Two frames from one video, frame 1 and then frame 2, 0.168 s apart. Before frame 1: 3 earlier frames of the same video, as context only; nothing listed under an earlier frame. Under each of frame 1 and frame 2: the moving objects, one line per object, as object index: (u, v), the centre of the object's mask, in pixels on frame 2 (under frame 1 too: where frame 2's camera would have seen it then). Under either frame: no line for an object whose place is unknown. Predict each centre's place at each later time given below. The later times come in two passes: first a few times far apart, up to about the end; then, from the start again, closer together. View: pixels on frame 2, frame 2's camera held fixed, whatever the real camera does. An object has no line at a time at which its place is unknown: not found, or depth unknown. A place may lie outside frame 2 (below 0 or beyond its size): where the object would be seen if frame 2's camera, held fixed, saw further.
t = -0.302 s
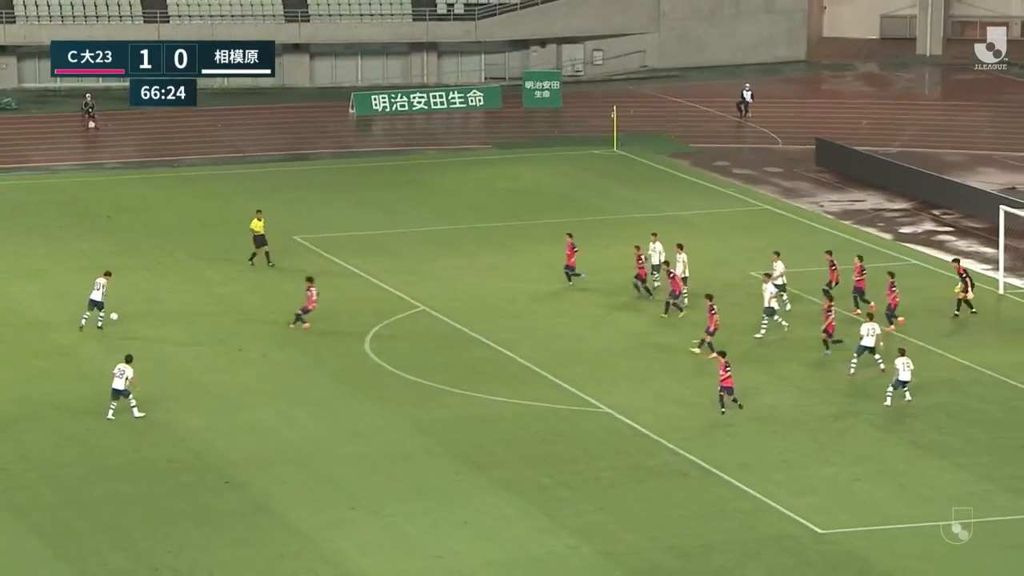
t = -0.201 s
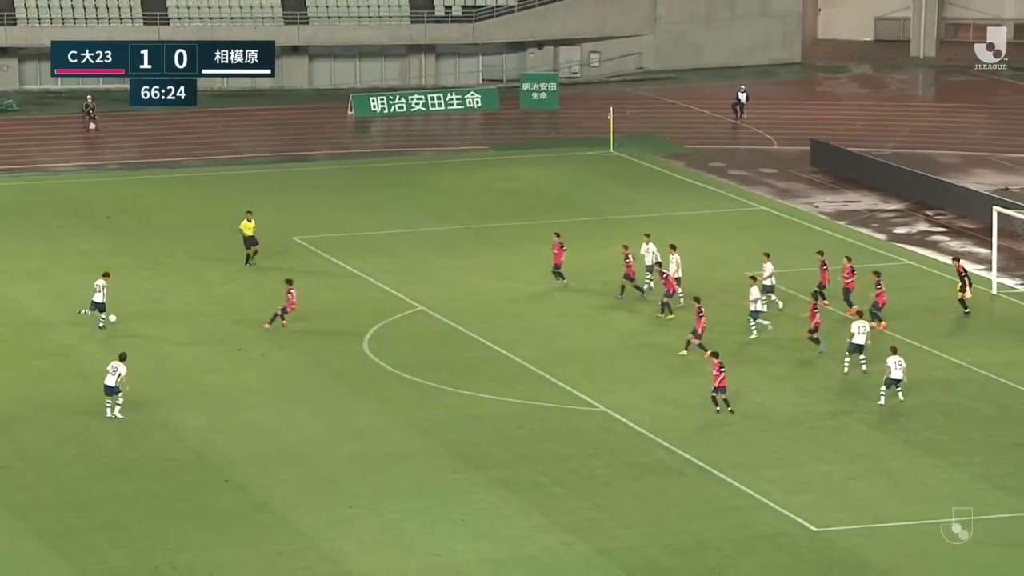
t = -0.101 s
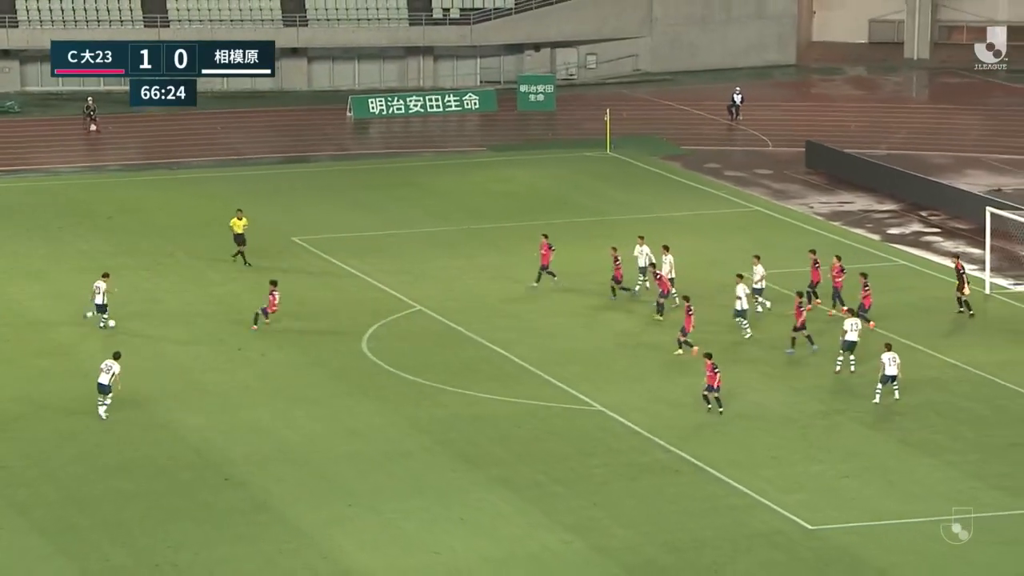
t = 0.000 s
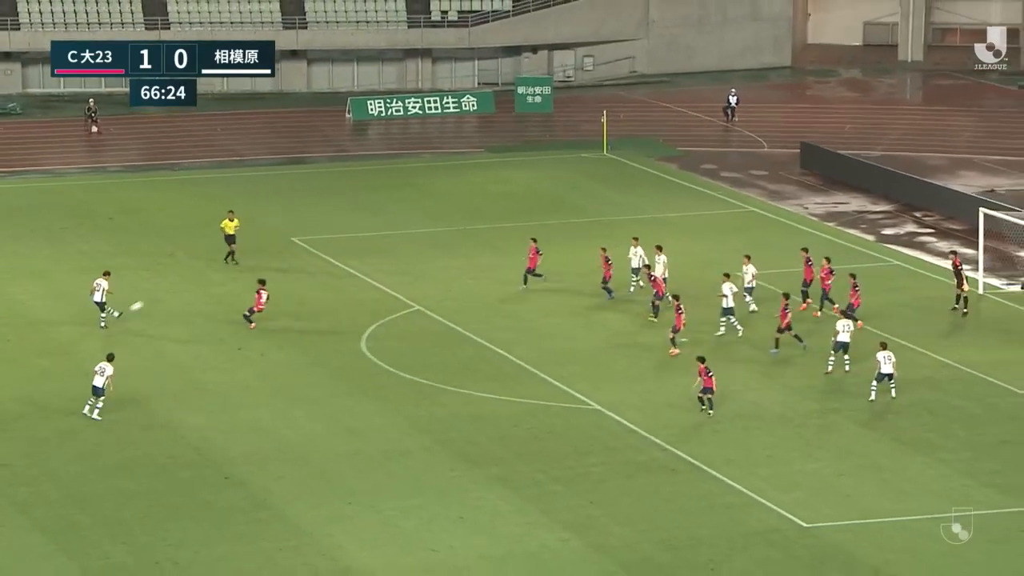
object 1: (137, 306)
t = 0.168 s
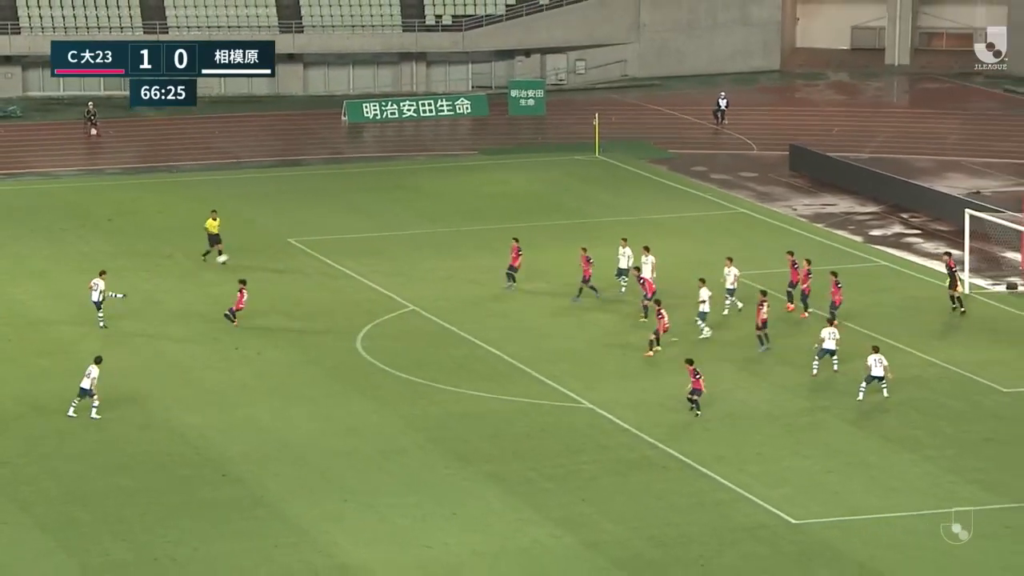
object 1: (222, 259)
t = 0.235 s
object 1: (254, 242)
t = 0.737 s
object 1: (478, 168)
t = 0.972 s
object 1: (573, 161)
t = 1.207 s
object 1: (662, 171)
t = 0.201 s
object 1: (238, 250)
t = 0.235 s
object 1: (254, 242)
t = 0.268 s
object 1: (270, 234)
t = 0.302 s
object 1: (286, 227)
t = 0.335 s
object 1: (302, 220)
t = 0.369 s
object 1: (317, 214)
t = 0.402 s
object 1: (333, 208)
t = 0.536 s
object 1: (393, 187)
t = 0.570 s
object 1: (407, 183)
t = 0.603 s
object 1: (422, 179)
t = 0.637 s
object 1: (436, 176)
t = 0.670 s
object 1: (450, 173)
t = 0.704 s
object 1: (464, 170)
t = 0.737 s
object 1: (478, 168)
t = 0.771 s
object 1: (492, 166)
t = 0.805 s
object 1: (505, 164)
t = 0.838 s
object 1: (519, 163)
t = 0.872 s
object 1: (532, 162)
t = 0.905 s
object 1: (546, 161)
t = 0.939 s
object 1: (559, 160)
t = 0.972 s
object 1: (573, 161)
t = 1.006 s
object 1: (585, 161)
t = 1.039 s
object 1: (598, 162)
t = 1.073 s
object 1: (611, 163)
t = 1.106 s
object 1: (624, 164)
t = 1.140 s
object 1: (636, 166)
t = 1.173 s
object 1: (649, 169)
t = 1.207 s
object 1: (662, 171)
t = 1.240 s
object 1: (674, 174)
